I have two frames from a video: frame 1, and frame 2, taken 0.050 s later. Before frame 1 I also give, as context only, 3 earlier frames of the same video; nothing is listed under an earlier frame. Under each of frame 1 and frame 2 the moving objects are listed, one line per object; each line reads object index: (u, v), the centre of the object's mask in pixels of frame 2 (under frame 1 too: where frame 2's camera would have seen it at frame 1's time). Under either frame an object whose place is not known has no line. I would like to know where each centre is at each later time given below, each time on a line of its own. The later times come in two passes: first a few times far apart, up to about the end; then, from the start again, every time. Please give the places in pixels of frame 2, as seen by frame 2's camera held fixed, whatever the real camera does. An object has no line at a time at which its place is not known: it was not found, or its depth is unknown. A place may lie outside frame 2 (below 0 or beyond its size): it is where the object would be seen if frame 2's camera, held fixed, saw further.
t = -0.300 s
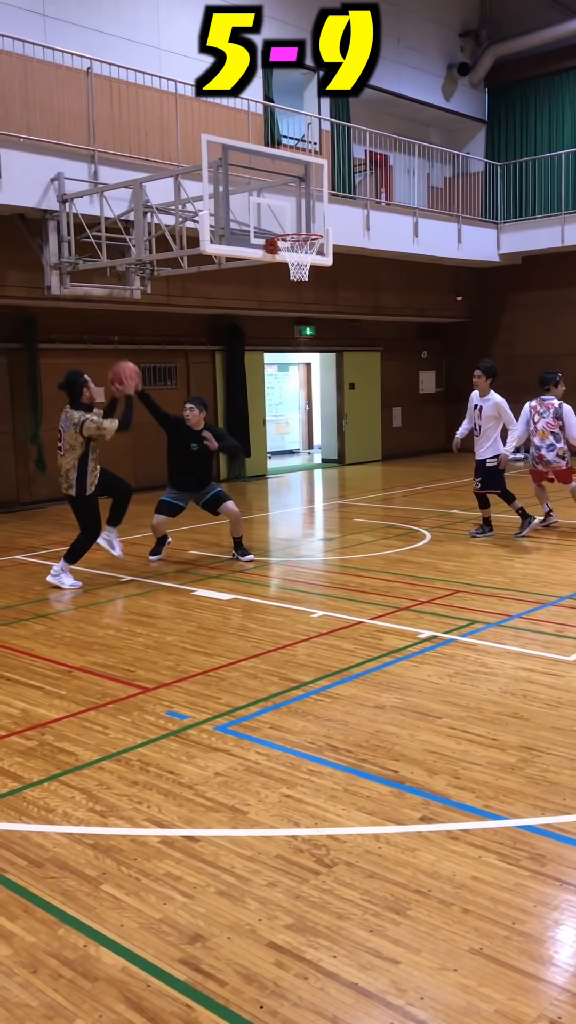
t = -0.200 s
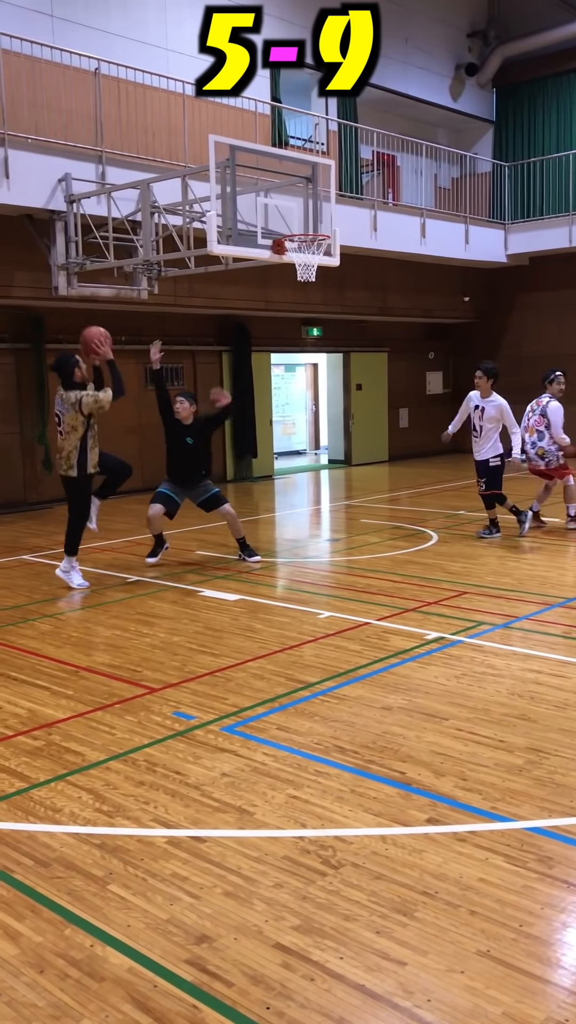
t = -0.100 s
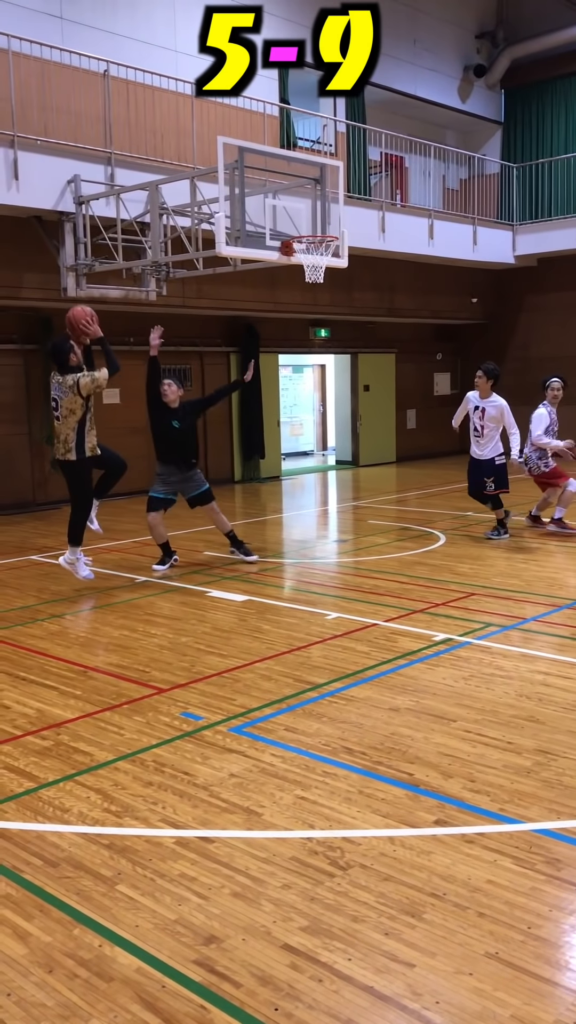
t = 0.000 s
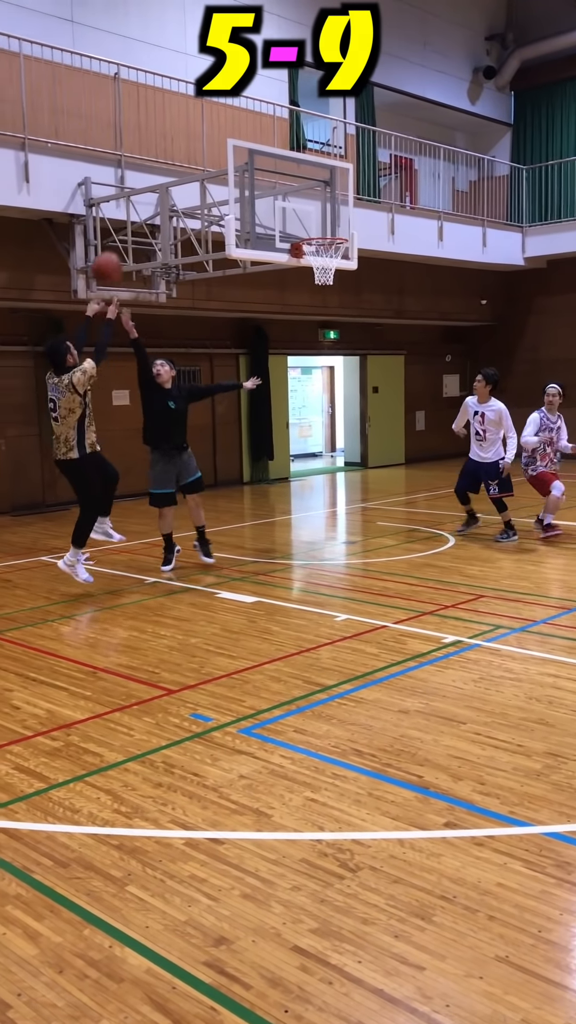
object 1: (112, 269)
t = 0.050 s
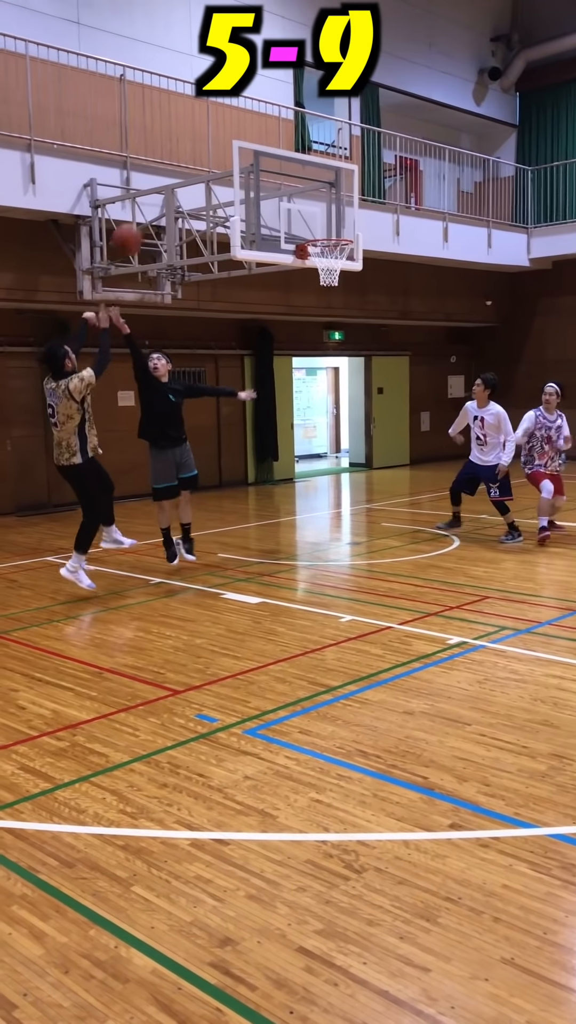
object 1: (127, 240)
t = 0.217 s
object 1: (177, 170)
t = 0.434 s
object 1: (231, 134)
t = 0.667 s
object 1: (284, 157)
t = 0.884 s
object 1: (326, 224)
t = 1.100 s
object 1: (325, 231)
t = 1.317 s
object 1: (364, 225)
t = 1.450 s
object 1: (390, 242)
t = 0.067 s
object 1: (133, 230)
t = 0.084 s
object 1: (137, 222)
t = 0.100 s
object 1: (143, 214)
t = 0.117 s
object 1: (149, 207)
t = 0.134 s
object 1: (152, 200)
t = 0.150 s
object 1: (157, 193)
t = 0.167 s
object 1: (162, 187)
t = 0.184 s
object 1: (166, 182)
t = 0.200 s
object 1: (172, 175)
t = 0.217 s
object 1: (177, 170)
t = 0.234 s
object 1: (181, 165)
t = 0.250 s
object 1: (186, 160)
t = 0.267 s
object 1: (191, 156)
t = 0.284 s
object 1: (194, 152)
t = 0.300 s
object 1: (199, 149)
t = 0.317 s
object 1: (203, 146)
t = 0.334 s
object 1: (207, 143)
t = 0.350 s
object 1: (212, 141)
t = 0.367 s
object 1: (216, 139)
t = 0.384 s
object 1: (220, 137)
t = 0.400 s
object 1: (224, 136)
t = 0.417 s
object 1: (228, 135)
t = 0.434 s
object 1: (231, 134)
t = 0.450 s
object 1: (236, 134)
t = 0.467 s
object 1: (239, 134)
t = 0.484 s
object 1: (243, 134)
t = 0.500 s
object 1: (248, 135)
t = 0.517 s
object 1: (251, 136)
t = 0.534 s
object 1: (255, 137)
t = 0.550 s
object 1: (259, 139)
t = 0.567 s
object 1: (262, 141)
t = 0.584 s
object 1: (266, 143)
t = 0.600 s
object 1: (270, 145)
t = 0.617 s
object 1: (274, 148)
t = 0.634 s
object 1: (277, 151)
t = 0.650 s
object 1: (281, 154)
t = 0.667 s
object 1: (284, 157)
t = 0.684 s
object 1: (288, 161)
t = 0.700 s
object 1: (291, 166)
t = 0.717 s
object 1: (294, 170)
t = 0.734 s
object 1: (298, 174)
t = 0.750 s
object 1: (301, 179)
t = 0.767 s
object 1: (304, 184)
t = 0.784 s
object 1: (308, 189)
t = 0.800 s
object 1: (311, 195)
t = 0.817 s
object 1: (314, 200)
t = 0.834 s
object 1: (317, 205)
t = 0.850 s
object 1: (320, 212)
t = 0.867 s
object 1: (323, 218)
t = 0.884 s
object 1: (326, 224)
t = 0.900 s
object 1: (329, 230)
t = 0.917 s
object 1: (331, 236)
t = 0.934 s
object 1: (332, 239)
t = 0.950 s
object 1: (334, 239)
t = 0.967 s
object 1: (335, 239)
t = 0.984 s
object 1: (337, 238)
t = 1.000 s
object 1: (335, 239)
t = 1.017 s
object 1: (332, 238)
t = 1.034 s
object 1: (328, 236)
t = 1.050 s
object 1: (323, 236)
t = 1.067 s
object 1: (320, 235)
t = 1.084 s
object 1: (321, 235)
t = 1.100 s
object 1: (325, 231)
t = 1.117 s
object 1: (328, 229)
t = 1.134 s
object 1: (331, 228)
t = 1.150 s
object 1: (334, 227)
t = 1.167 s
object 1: (336, 226)
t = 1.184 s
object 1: (340, 225)
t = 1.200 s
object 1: (342, 224)
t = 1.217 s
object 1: (346, 224)
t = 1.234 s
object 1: (349, 223)
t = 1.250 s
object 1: (352, 223)
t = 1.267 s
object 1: (355, 223)
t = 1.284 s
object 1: (358, 224)
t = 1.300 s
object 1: (361, 224)
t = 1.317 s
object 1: (364, 225)
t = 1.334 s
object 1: (367, 227)
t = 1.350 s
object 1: (371, 228)
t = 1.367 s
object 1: (374, 230)
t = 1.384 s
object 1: (377, 232)
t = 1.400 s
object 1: (381, 234)
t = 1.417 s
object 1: (384, 236)
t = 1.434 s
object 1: (387, 239)
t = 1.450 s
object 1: (390, 242)
